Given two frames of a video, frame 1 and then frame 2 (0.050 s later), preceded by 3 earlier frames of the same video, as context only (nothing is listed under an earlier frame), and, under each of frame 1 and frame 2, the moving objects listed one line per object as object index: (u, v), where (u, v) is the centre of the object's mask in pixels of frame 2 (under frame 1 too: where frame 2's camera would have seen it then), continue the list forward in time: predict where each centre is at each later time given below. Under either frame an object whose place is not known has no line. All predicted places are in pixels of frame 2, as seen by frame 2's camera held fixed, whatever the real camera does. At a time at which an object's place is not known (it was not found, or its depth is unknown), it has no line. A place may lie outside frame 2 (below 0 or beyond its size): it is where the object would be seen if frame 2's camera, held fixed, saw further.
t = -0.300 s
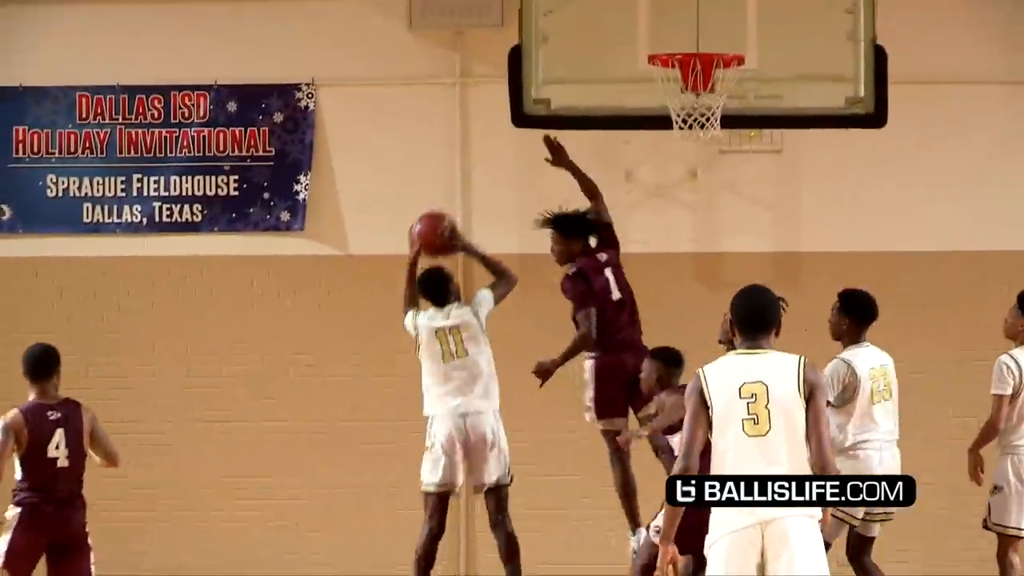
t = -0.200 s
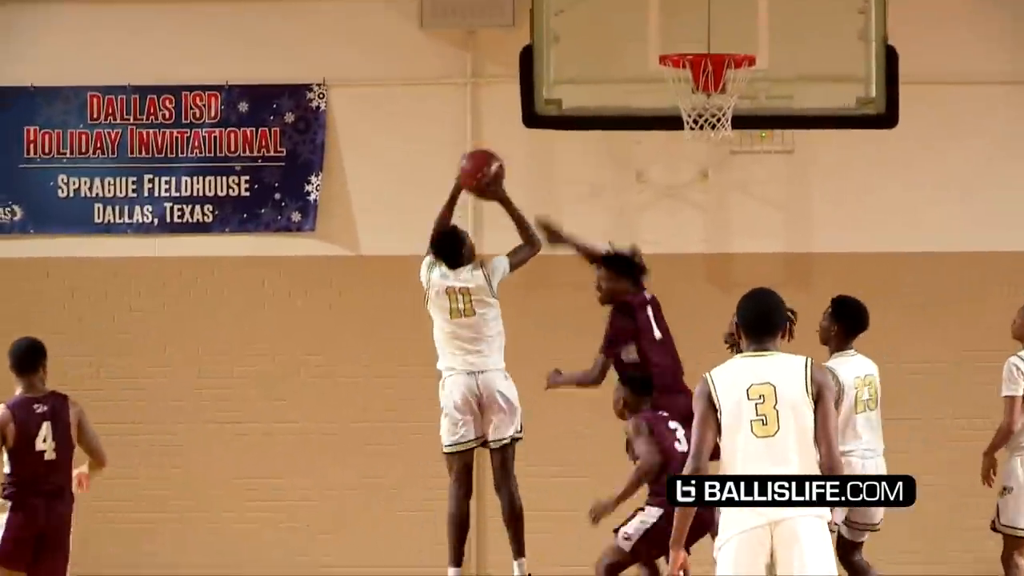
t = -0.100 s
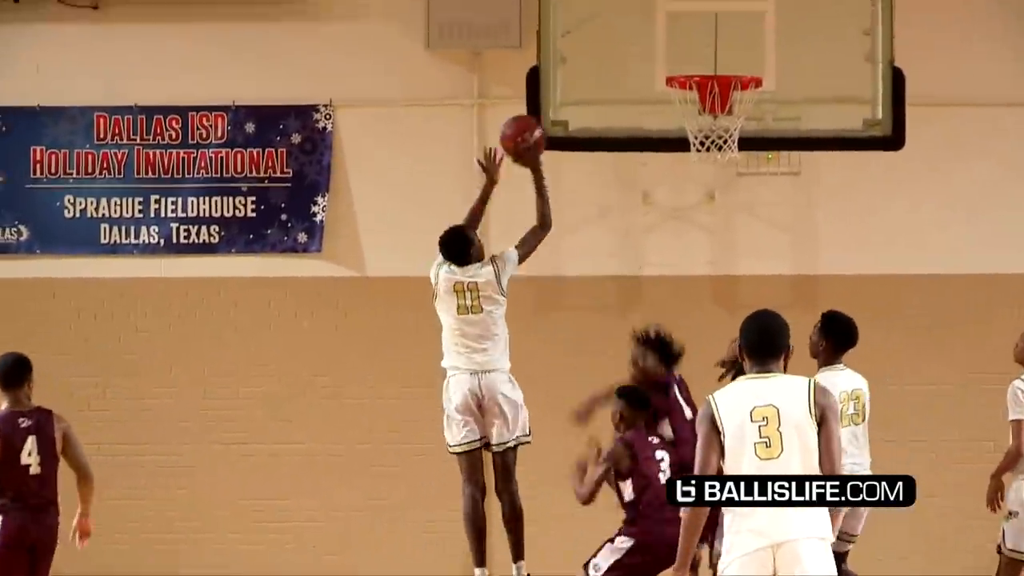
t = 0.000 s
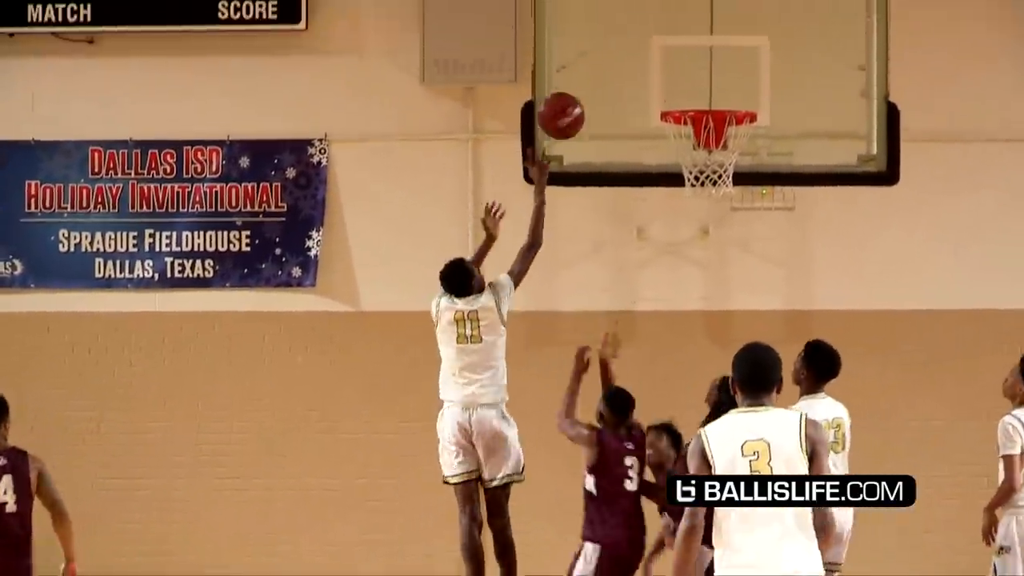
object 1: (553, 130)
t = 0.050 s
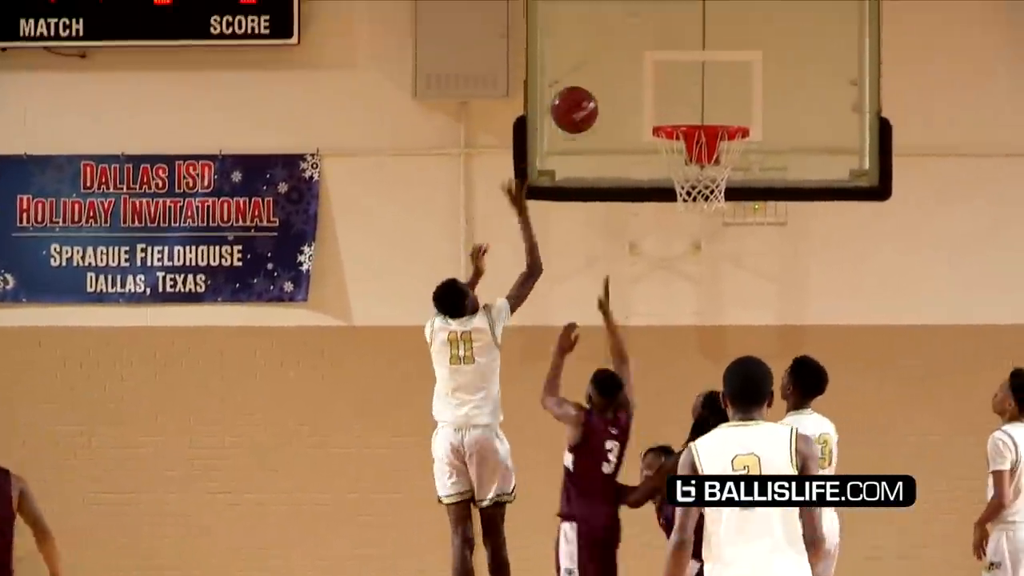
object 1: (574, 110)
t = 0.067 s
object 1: (581, 104)
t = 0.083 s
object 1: (589, 98)
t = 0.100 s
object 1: (595, 93)
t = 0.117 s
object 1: (603, 89)
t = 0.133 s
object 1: (610, 86)
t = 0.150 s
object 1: (617, 82)
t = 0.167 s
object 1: (624, 79)
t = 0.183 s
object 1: (631, 77)
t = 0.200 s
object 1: (635, 76)
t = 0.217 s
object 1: (639, 75)
